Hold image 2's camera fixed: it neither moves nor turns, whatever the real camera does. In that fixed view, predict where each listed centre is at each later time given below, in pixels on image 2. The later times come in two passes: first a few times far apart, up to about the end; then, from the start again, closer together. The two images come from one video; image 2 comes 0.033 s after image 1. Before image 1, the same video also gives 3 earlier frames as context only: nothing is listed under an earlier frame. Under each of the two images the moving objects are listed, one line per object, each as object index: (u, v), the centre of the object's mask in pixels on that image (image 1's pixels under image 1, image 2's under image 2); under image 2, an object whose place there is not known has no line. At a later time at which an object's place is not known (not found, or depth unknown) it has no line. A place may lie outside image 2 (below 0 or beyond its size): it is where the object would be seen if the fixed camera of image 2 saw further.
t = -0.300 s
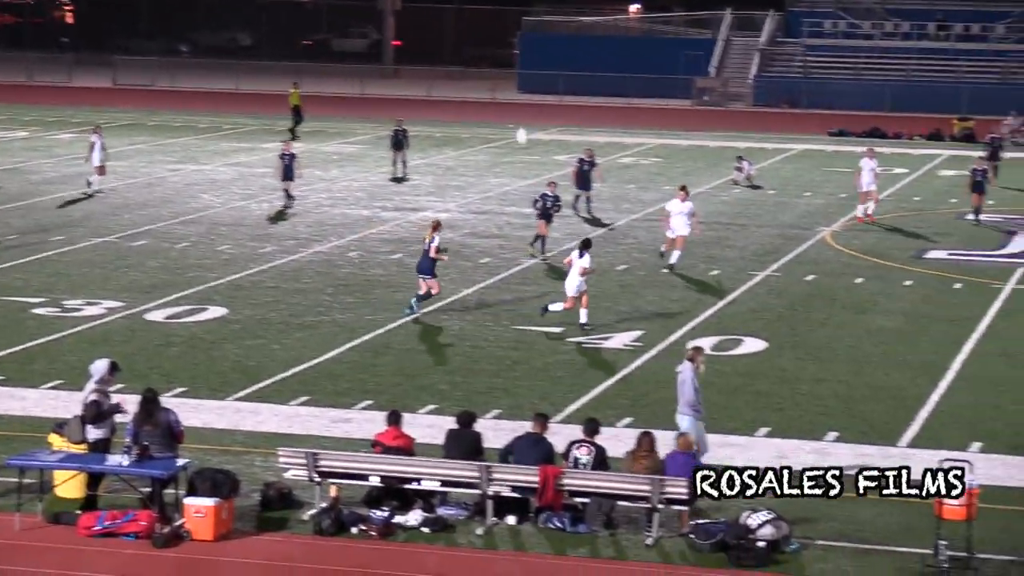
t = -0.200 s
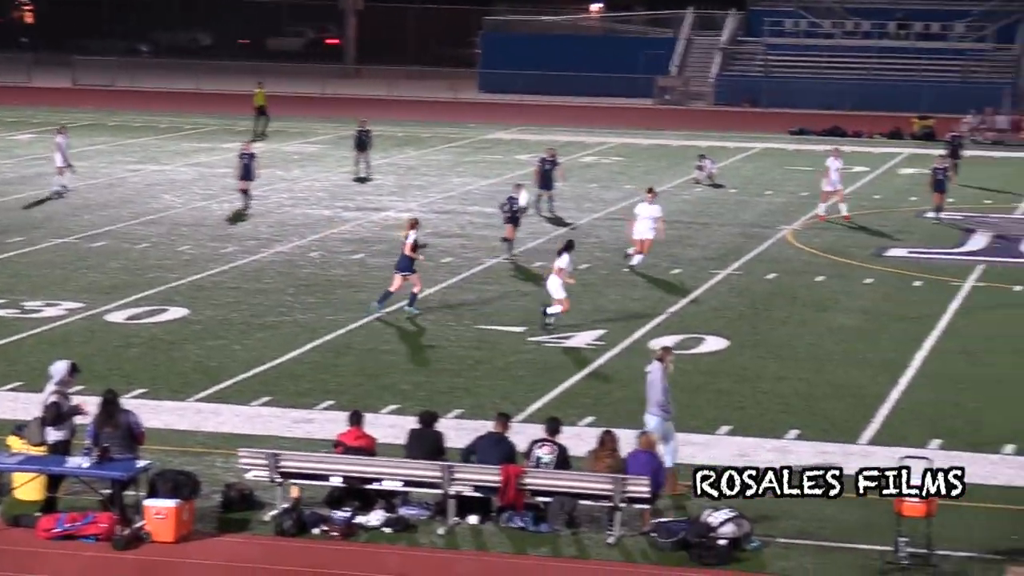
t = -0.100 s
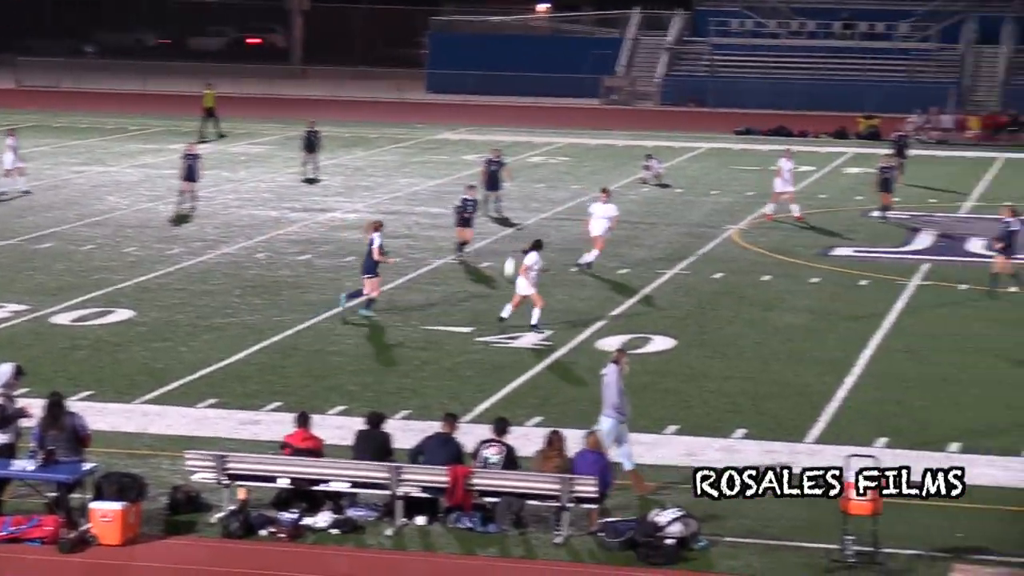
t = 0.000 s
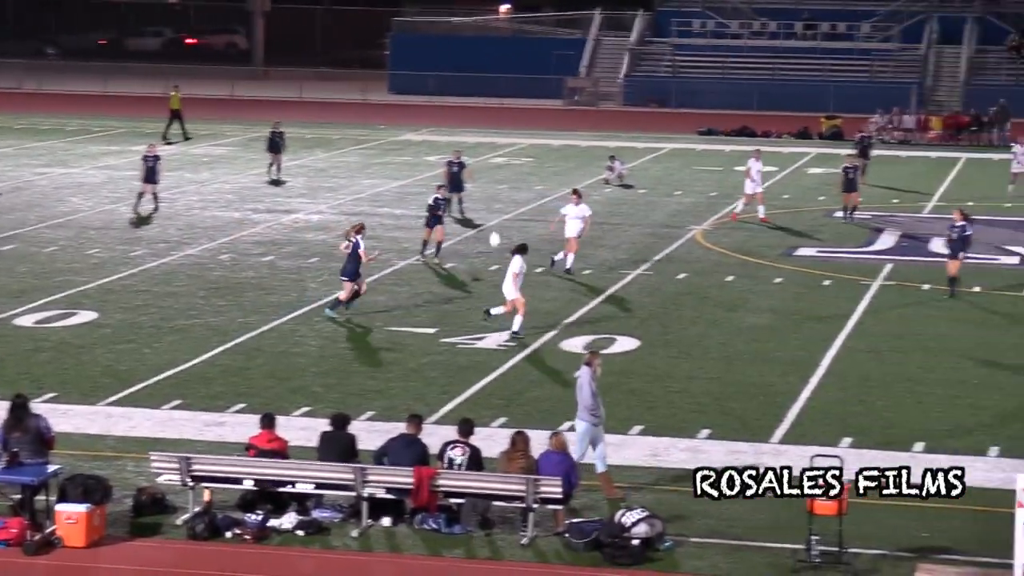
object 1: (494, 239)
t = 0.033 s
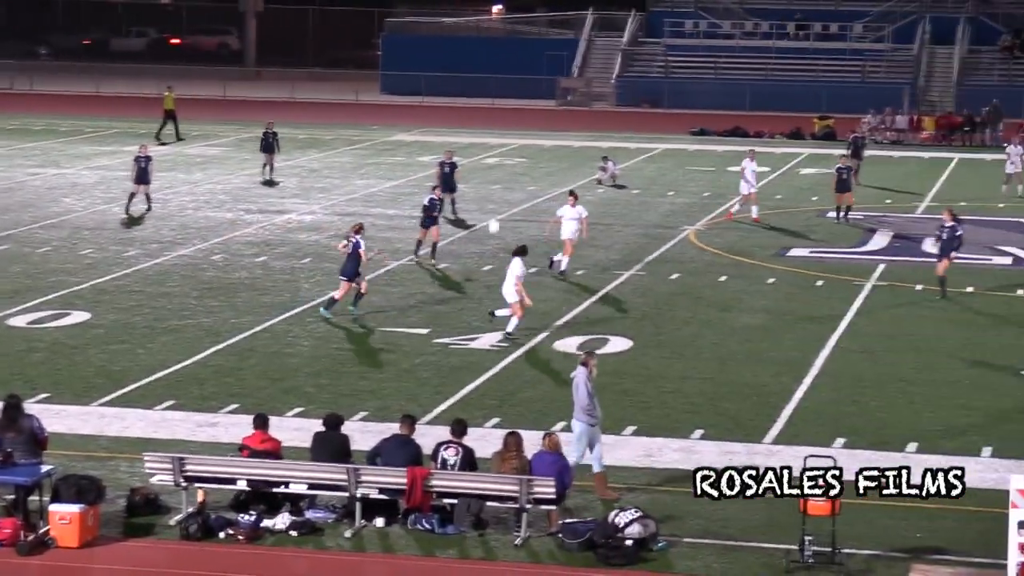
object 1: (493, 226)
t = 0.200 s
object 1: (526, 171)
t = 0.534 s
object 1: (594, 104)
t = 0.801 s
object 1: (648, 95)
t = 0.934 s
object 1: (674, 106)
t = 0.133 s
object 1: (513, 192)
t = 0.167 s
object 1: (520, 181)
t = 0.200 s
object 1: (526, 171)
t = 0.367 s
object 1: (559, 130)
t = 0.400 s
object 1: (566, 124)
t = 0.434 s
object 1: (573, 118)
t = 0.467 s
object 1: (580, 113)
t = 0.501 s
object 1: (587, 108)
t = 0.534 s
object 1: (594, 104)
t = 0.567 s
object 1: (600, 101)
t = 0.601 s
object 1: (607, 99)
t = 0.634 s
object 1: (613, 97)
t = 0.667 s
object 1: (620, 95)
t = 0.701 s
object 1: (627, 94)
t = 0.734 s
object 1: (634, 94)
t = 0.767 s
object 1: (641, 94)
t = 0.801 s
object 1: (648, 95)
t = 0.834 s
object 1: (655, 97)
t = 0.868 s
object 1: (661, 100)
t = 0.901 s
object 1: (668, 102)
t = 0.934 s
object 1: (674, 106)
